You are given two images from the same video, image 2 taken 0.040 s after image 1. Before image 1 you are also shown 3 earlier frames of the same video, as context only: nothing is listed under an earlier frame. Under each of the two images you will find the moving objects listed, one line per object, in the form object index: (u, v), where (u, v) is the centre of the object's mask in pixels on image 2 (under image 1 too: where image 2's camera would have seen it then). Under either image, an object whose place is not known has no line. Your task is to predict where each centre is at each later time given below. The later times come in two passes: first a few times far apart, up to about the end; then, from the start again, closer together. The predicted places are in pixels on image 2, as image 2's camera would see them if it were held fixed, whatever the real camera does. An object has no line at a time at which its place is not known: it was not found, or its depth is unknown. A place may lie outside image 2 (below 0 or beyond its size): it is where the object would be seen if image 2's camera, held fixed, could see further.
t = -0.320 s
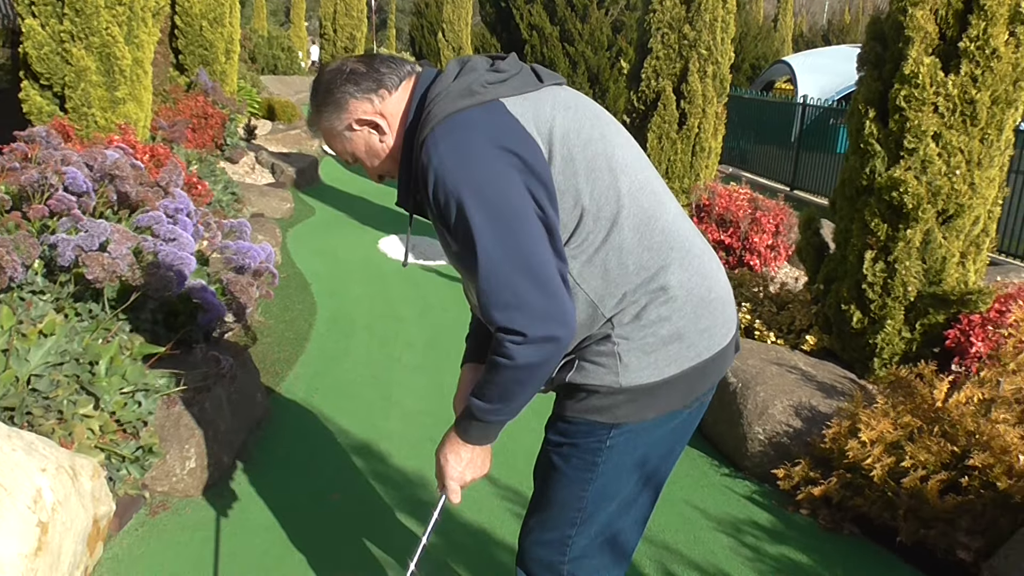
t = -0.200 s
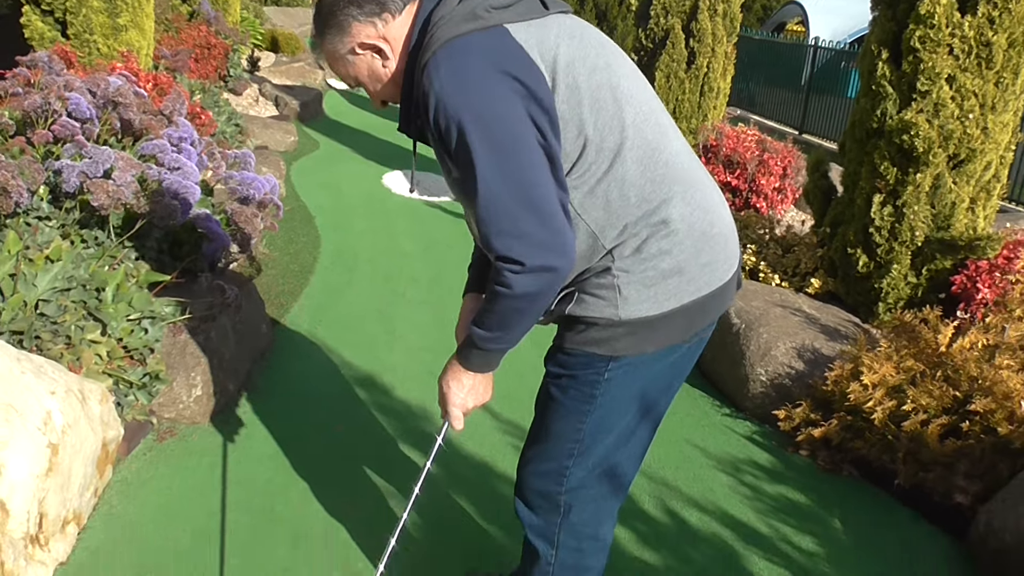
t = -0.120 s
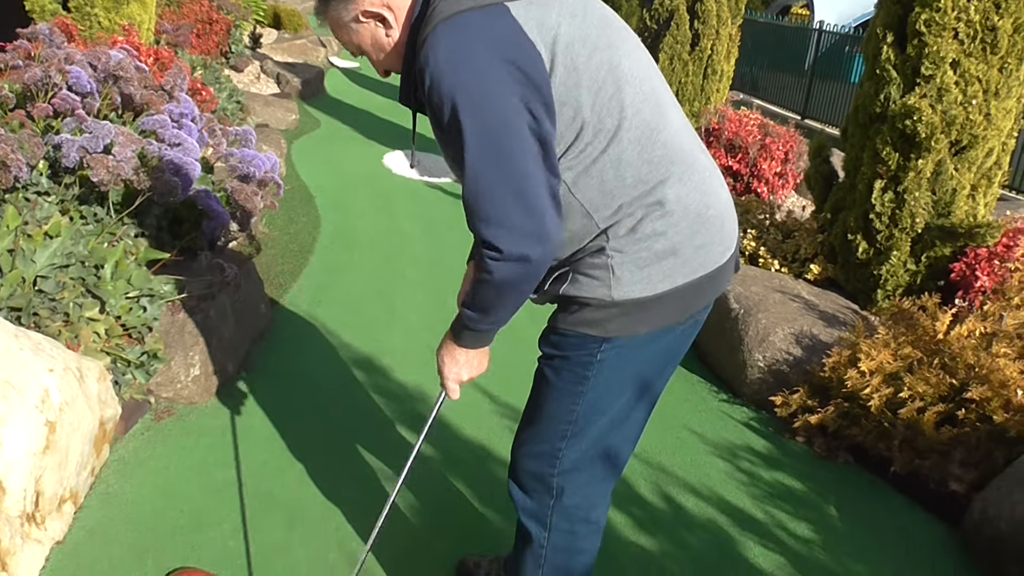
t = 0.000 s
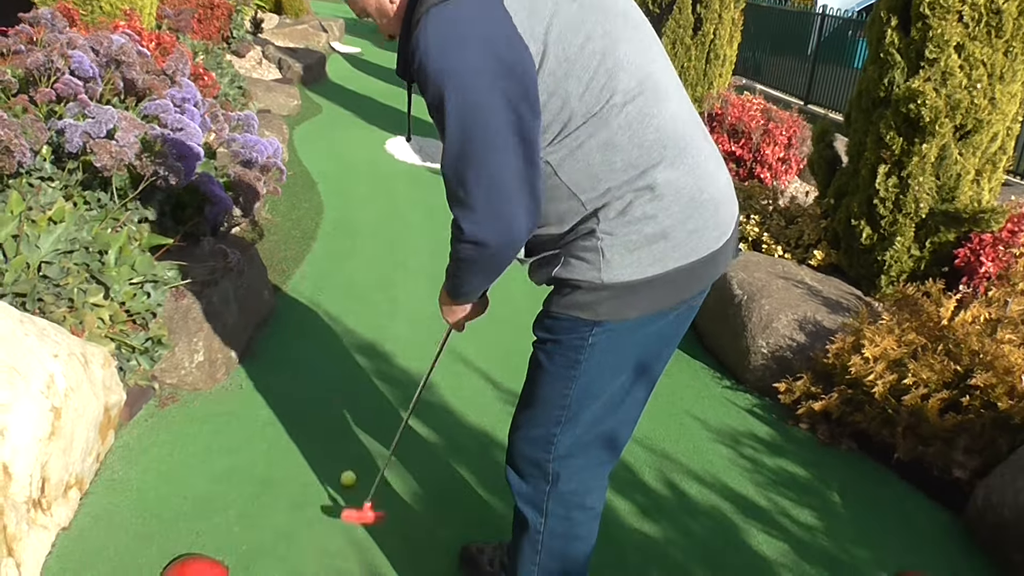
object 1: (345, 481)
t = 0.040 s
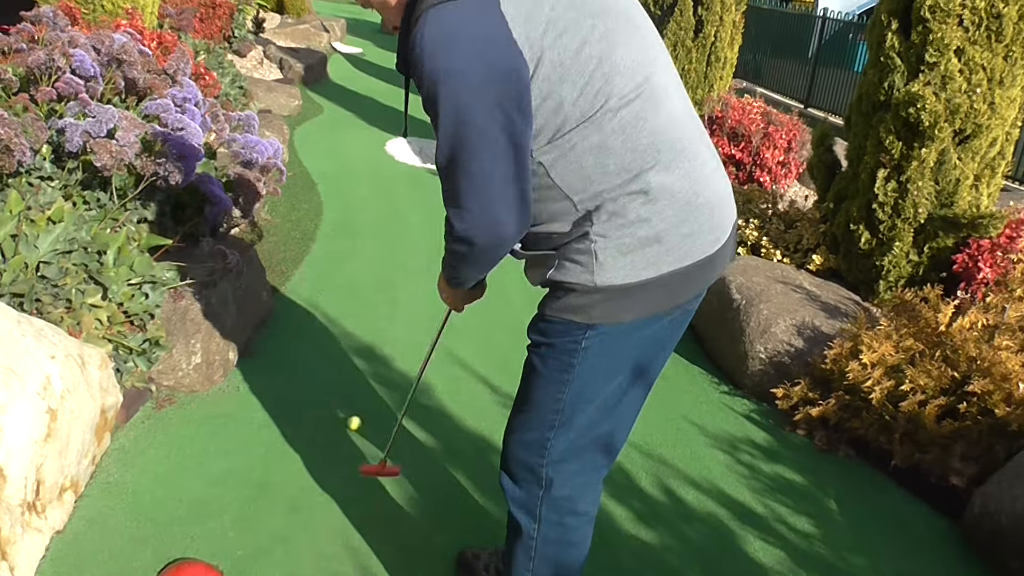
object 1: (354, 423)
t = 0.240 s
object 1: (381, 260)
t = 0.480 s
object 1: (388, 173)
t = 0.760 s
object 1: (380, 108)
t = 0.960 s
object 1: (368, 94)
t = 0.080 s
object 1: (362, 378)
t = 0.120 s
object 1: (369, 339)
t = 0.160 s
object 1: (373, 308)
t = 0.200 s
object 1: (377, 282)
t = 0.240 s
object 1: (381, 260)
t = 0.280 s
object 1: (382, 241)
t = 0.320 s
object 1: (385, 223)
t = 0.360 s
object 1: (386, 208)
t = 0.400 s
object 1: (387, 196)
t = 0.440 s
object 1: (388, 183)
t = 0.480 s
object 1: (388, 173)
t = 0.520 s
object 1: (389, 165)
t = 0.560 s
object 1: (389, 155)
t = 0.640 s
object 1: (387, 133)
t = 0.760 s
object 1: (380, 108)
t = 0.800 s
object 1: (377, 105)
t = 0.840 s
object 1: (375, 103)
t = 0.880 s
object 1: (372, 104)
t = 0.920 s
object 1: (370, 103)
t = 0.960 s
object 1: (368, 94)
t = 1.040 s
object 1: (365, 85)
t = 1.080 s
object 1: (364, 80)
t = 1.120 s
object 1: (362, 79)
